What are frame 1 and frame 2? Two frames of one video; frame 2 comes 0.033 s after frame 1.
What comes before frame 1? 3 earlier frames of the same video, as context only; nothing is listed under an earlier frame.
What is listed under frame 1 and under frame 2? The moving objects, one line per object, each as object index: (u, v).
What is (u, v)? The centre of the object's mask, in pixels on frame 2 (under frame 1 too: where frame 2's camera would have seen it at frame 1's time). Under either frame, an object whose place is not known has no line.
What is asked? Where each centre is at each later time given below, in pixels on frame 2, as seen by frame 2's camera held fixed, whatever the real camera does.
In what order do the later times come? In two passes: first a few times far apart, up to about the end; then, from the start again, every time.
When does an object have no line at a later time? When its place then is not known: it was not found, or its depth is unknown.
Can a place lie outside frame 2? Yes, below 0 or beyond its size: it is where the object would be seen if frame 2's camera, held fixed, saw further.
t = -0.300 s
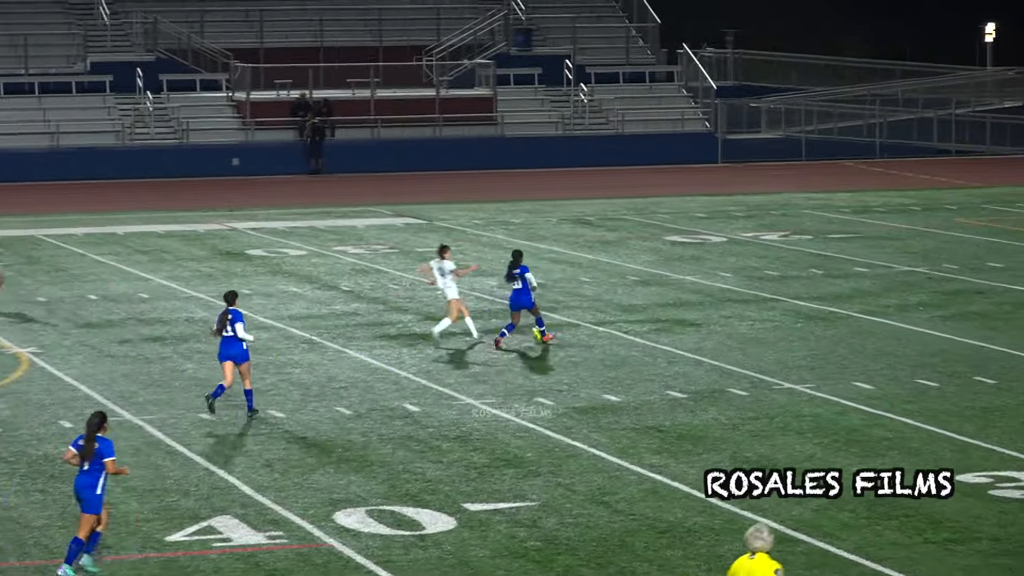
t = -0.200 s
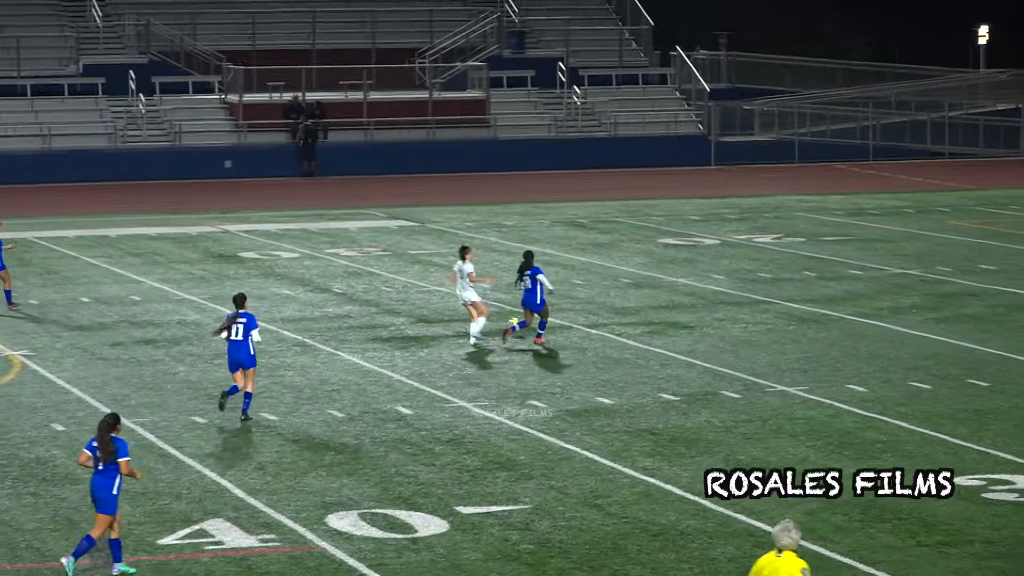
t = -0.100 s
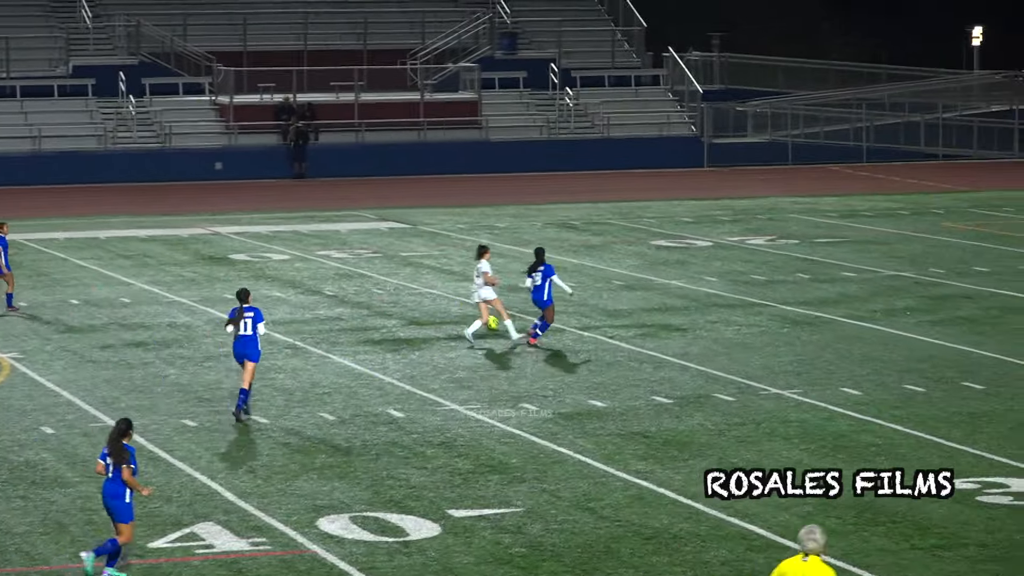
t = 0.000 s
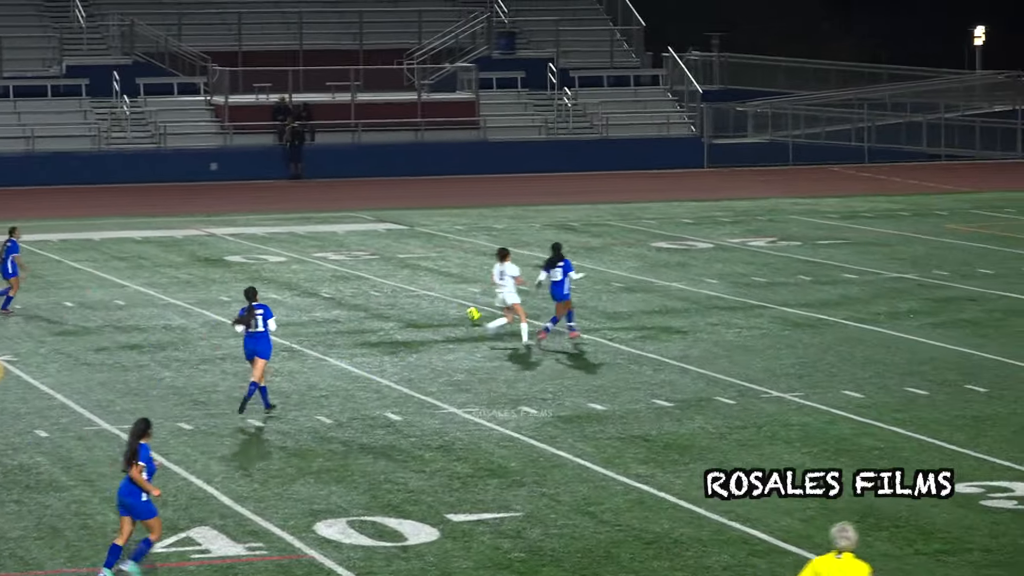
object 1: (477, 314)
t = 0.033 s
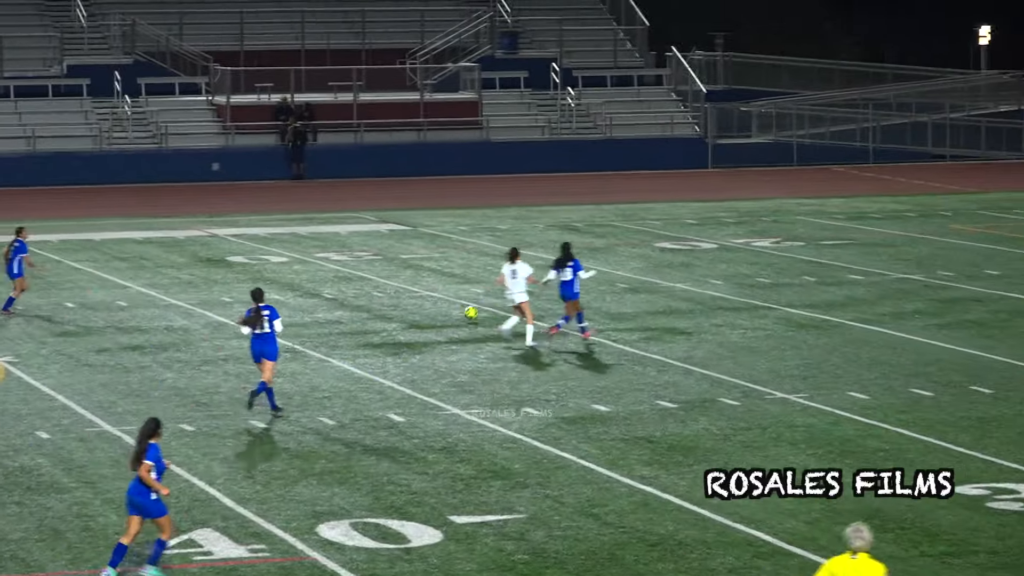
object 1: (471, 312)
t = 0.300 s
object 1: (428, 297)
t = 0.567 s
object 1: (391, 285)
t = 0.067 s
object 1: (466, 312)
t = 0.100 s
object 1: (460, 311)
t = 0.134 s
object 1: (454, 308)
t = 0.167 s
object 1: (449, 305)
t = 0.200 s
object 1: (444, 302)
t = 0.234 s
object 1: (438, 300)
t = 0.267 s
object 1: (433, 299)
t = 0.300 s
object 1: (428, 297)
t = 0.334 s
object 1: (423, 294)
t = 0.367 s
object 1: (418, 292)
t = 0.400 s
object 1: (413, 291)
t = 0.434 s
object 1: (409, 290)
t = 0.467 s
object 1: (404, 289)
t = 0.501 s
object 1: (399, 287)
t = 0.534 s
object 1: (395, 286)
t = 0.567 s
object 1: (391, 285)
